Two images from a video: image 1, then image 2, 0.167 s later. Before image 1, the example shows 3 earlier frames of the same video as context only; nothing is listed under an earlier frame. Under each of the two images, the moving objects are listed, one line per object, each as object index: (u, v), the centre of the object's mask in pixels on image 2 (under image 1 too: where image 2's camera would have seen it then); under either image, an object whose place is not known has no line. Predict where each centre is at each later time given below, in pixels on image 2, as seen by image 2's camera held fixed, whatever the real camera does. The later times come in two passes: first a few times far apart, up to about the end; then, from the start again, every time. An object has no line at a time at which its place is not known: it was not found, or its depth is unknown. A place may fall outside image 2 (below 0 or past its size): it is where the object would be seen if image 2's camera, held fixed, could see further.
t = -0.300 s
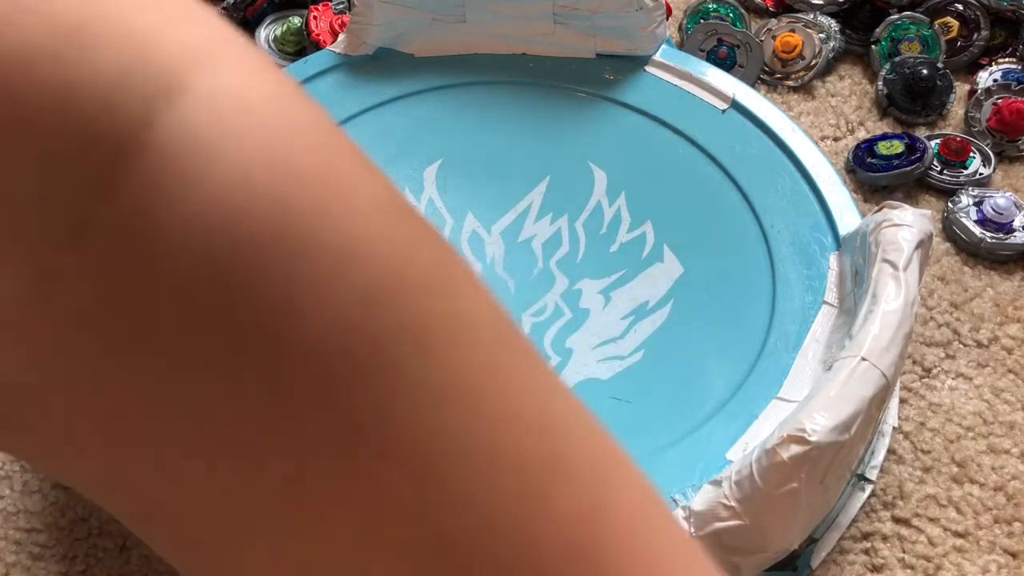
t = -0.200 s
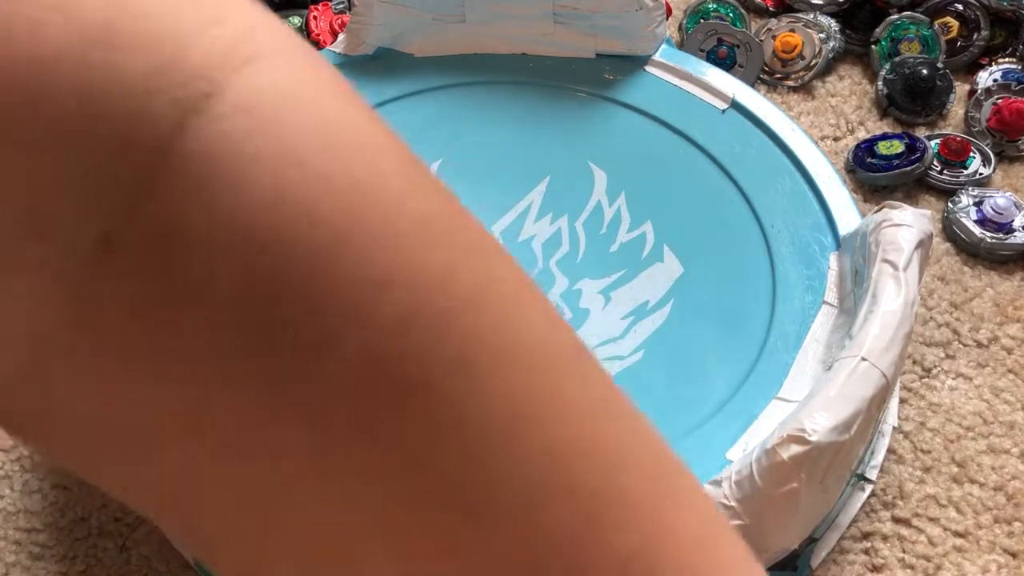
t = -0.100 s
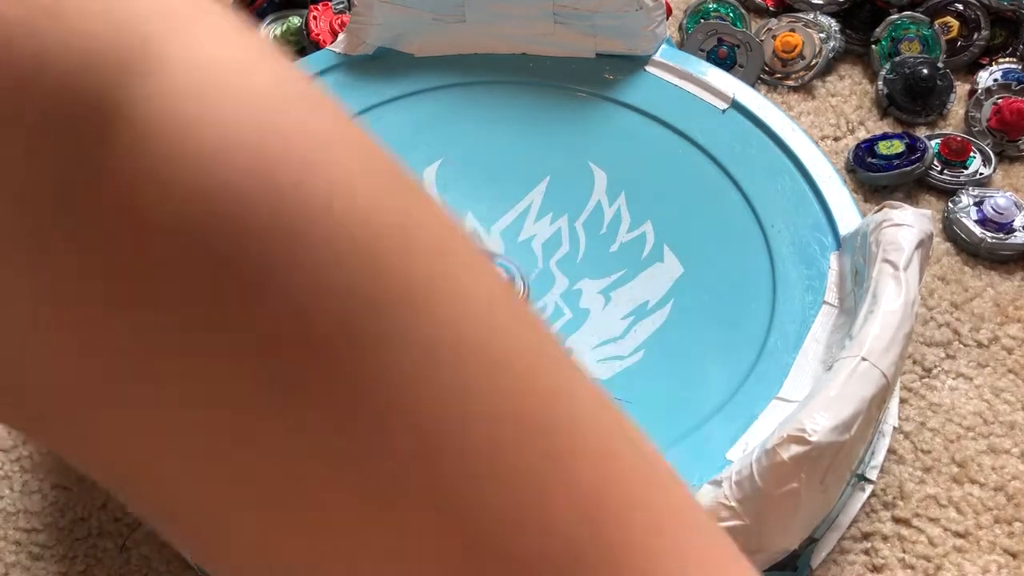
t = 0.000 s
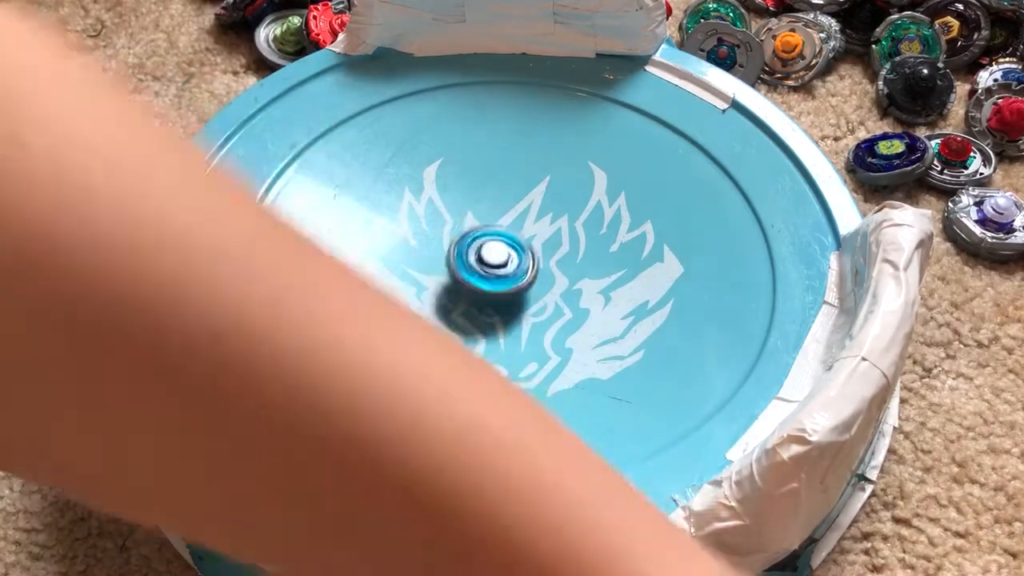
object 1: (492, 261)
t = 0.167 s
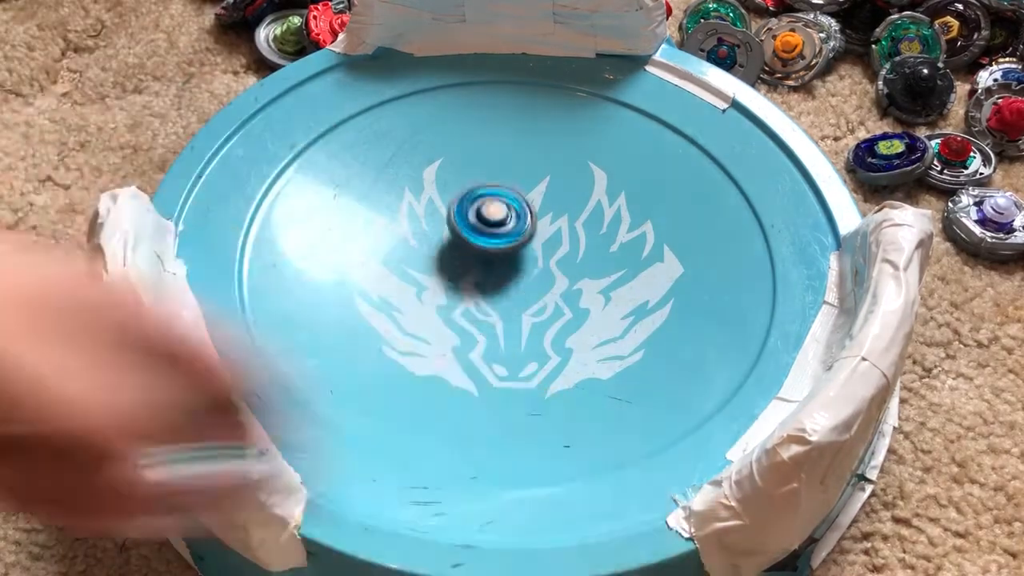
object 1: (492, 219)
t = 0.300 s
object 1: (479, 196)
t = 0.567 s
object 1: (492, 233)
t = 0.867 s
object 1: (582, 250)
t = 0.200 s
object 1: (489, 211)
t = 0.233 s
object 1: (486, 205)
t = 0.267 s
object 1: (483, 200)
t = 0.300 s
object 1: (479, 196)
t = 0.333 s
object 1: (475, 196)
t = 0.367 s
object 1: (472, 197)
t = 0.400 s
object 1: (469, 200)
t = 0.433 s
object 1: (467, 206)
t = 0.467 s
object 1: (470, 213)
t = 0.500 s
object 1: (475, 220)
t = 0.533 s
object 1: (483, 226)
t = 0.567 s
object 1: (492, 233)
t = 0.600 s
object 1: (502, 239)
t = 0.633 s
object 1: (512, 243)
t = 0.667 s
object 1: (522, 247)
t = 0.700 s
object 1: (533, 249)
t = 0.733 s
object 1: (544, 250)
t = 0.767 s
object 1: (555, 251)
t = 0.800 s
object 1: (565, 251)
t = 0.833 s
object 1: (573, 251)
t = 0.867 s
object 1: (582, 250)
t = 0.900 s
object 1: (589, 248)
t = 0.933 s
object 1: (594, 247)
